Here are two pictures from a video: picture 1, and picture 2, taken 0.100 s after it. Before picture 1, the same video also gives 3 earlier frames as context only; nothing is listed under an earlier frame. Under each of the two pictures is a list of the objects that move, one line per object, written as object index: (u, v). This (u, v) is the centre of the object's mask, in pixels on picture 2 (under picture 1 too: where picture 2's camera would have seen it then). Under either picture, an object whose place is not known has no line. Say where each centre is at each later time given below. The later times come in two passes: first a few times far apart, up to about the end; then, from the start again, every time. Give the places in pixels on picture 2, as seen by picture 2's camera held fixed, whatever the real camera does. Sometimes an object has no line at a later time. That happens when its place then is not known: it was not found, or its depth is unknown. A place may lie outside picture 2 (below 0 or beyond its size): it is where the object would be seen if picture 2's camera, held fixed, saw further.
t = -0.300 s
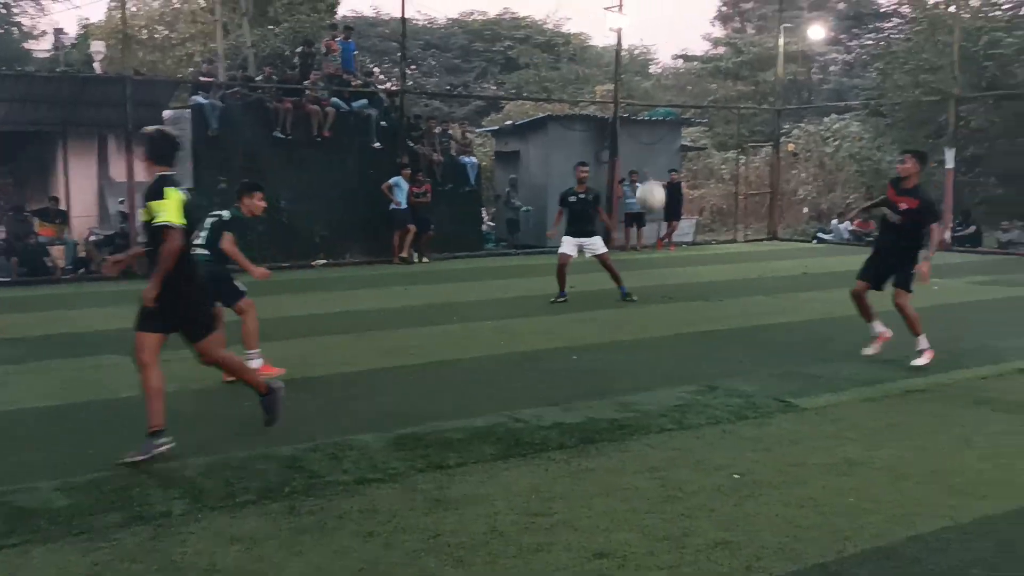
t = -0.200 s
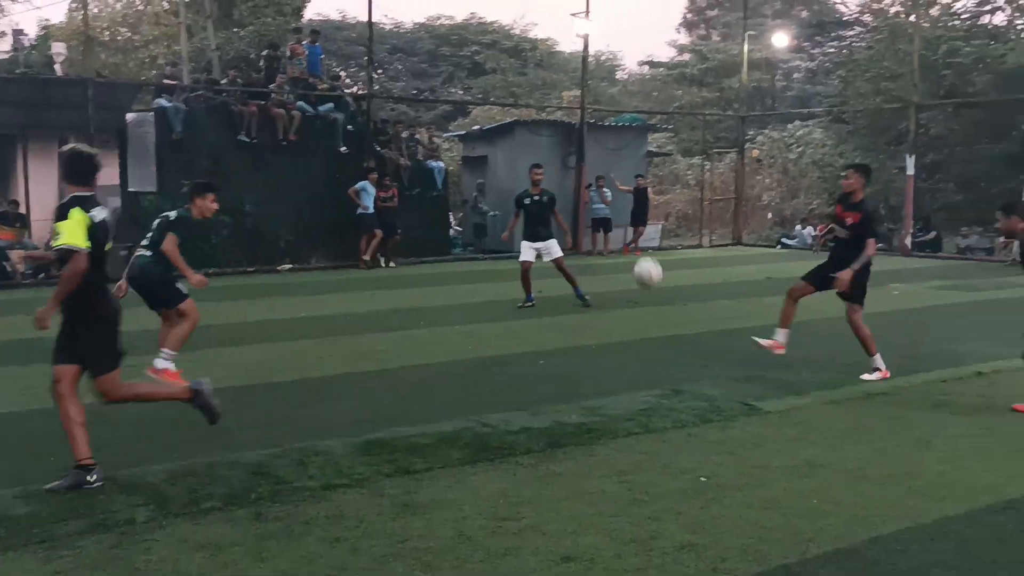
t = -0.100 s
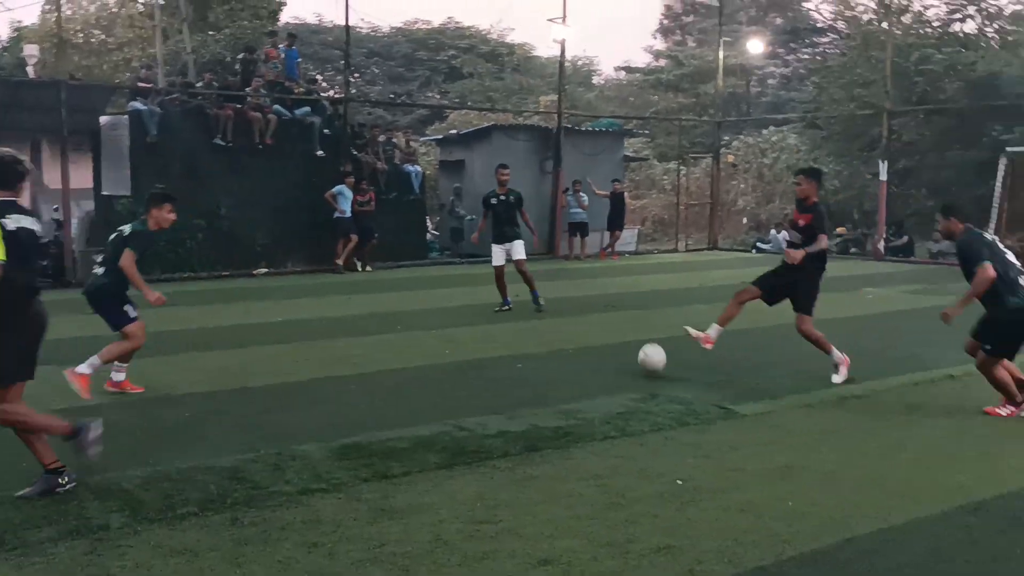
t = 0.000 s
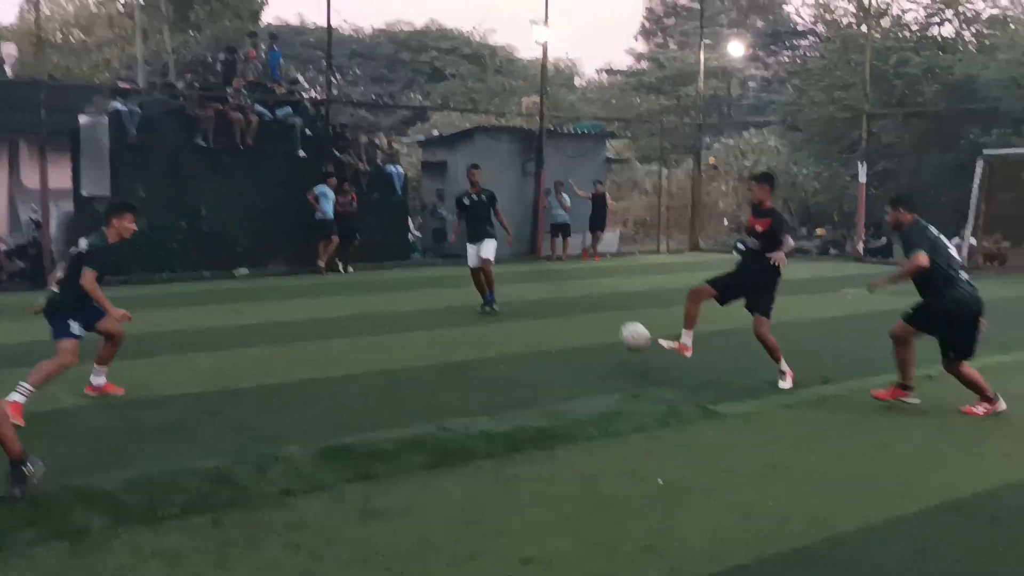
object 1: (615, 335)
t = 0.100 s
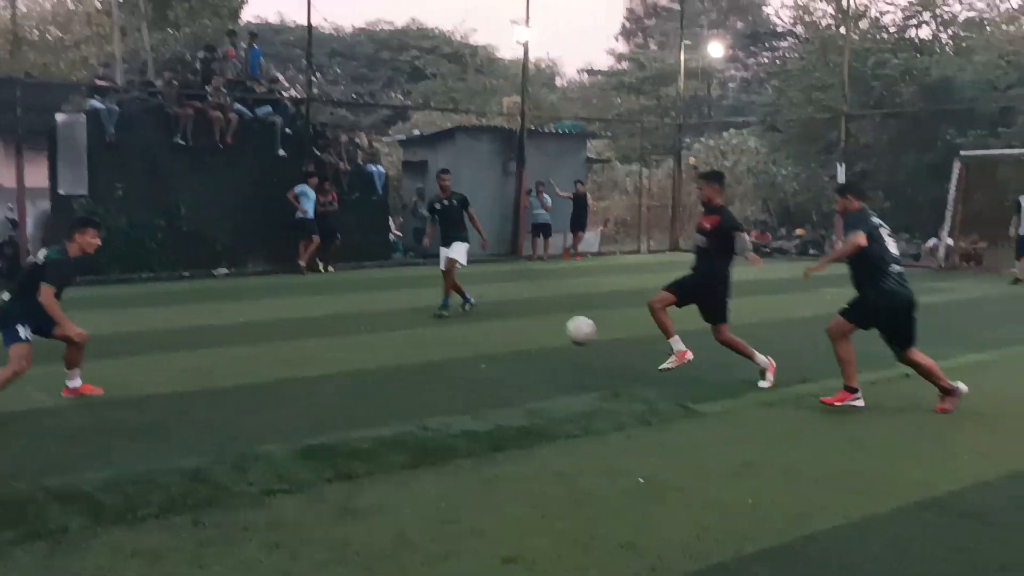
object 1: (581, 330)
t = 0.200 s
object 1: (544, 337)
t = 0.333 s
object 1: (496, 366)
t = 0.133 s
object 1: (569, 331)
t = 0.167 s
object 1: (557, 333)
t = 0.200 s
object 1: (544, 337)
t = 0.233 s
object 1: (533, 342)
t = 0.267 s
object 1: (521, 349)
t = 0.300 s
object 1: (508, 356)
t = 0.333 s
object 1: (496, 366)
